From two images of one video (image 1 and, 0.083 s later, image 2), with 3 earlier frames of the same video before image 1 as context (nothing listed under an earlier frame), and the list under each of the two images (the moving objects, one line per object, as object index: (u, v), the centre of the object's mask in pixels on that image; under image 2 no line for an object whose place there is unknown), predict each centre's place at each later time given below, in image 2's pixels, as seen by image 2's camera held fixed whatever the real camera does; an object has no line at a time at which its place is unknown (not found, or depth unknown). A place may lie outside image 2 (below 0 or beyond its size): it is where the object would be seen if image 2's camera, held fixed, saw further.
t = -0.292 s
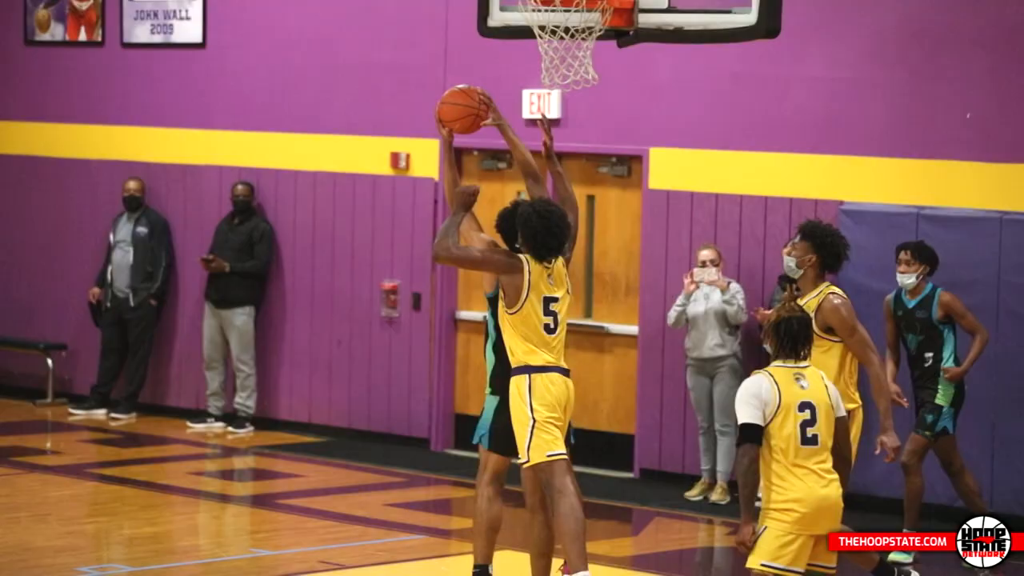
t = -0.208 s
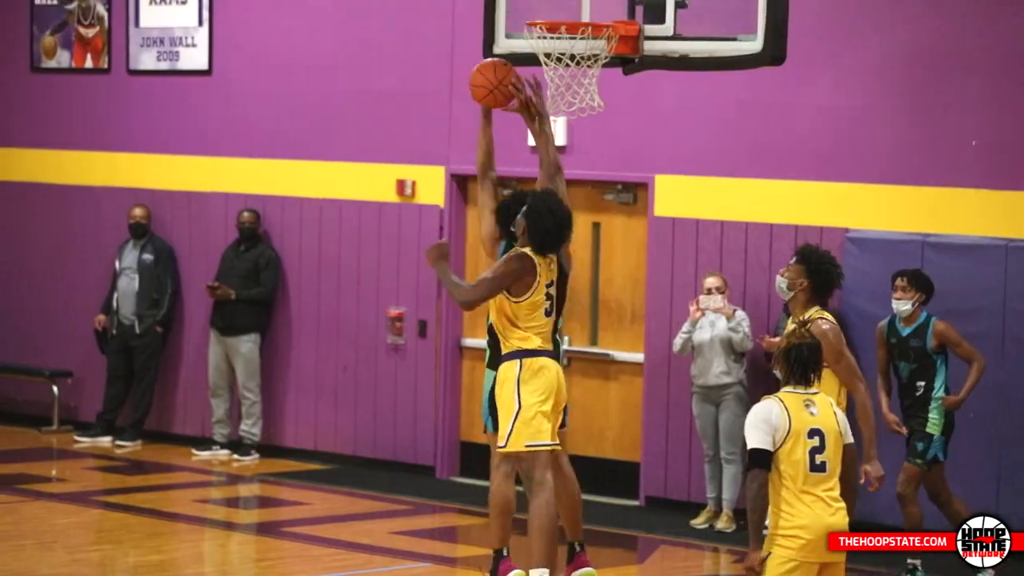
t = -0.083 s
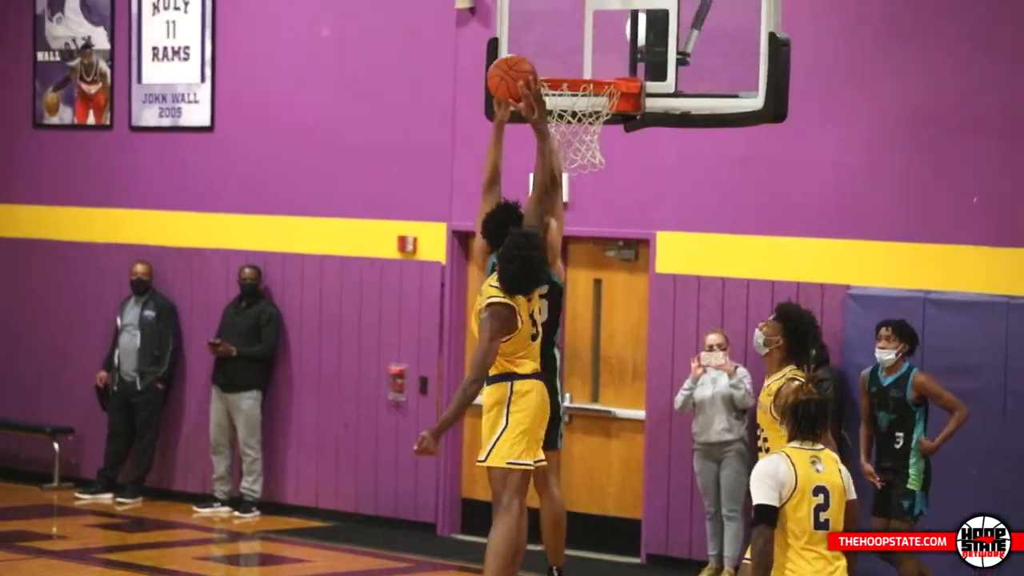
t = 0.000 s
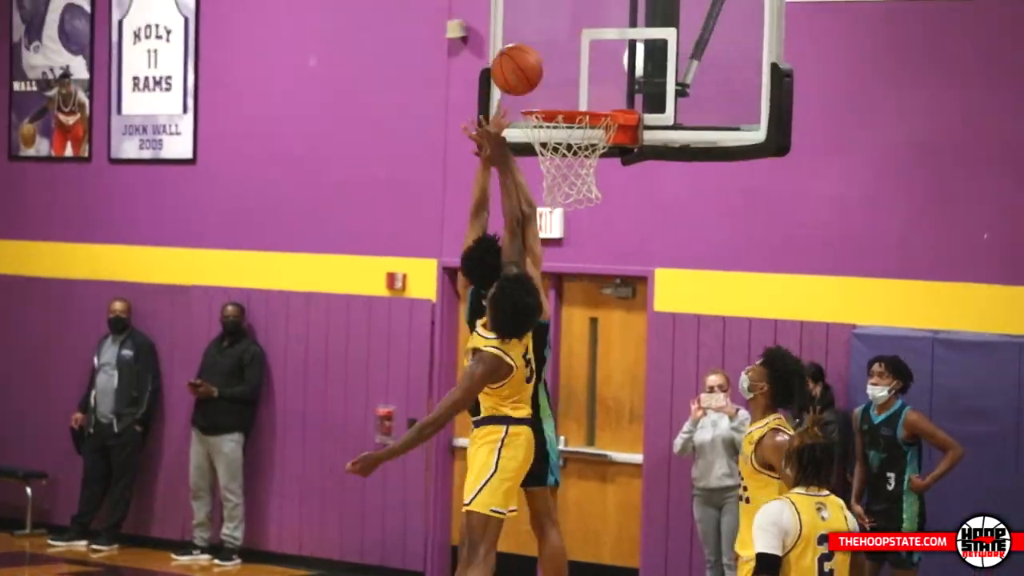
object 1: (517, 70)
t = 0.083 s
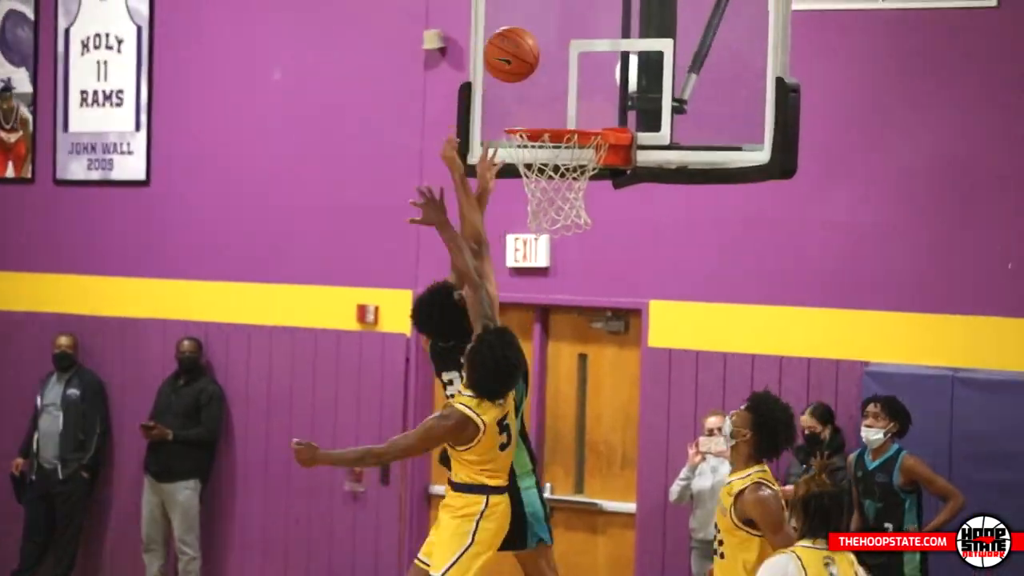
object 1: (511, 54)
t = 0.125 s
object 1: (515, 48)
